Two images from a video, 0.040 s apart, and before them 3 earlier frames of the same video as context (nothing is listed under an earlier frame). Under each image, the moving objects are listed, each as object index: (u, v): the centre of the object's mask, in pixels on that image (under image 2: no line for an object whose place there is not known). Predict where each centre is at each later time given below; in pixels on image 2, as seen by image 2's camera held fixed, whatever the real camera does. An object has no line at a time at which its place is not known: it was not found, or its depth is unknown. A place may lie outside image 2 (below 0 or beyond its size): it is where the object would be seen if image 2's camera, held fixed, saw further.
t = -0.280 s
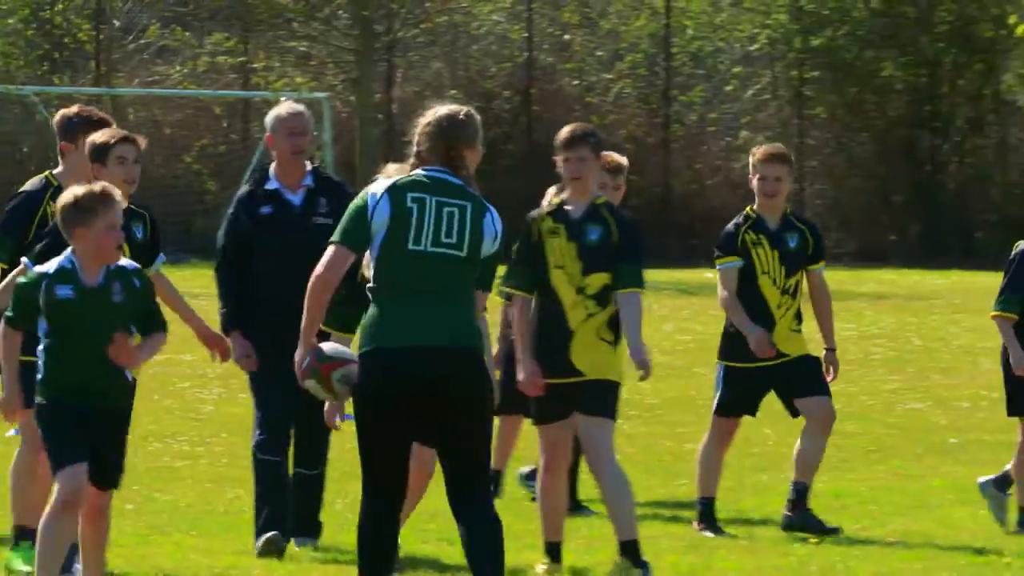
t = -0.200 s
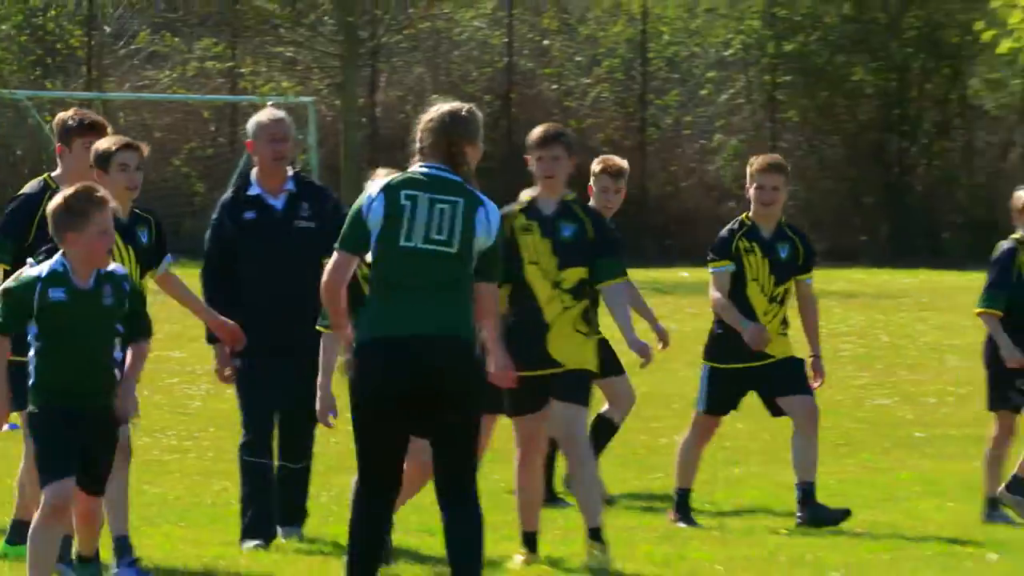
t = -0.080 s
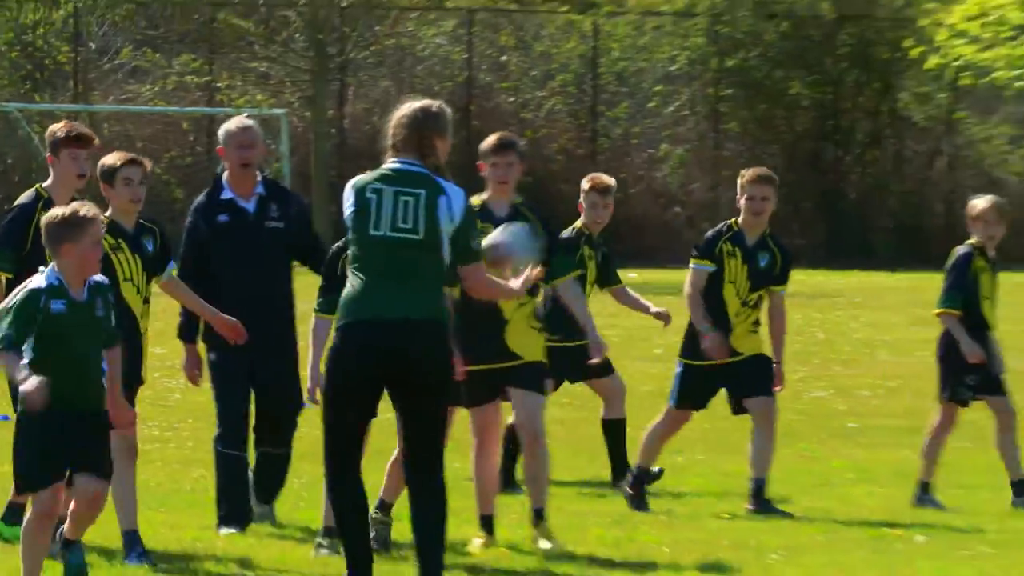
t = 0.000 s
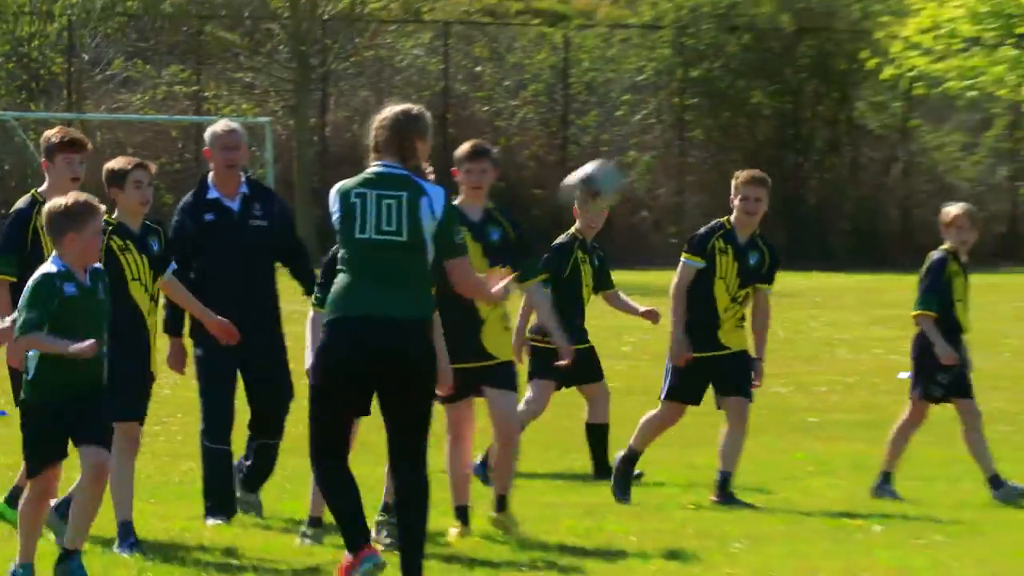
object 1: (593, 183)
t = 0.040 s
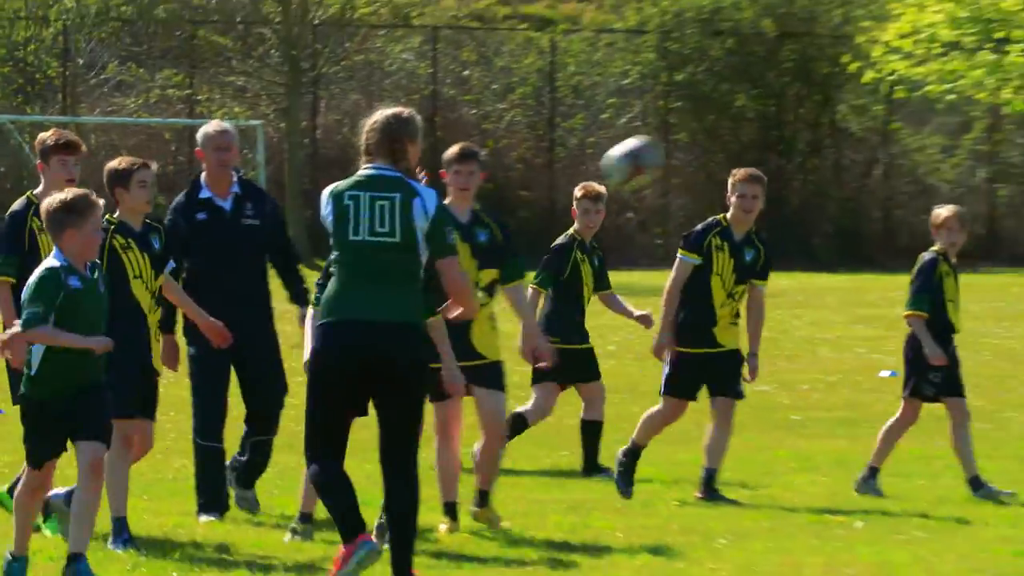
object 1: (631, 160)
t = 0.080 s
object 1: (683, 138)
